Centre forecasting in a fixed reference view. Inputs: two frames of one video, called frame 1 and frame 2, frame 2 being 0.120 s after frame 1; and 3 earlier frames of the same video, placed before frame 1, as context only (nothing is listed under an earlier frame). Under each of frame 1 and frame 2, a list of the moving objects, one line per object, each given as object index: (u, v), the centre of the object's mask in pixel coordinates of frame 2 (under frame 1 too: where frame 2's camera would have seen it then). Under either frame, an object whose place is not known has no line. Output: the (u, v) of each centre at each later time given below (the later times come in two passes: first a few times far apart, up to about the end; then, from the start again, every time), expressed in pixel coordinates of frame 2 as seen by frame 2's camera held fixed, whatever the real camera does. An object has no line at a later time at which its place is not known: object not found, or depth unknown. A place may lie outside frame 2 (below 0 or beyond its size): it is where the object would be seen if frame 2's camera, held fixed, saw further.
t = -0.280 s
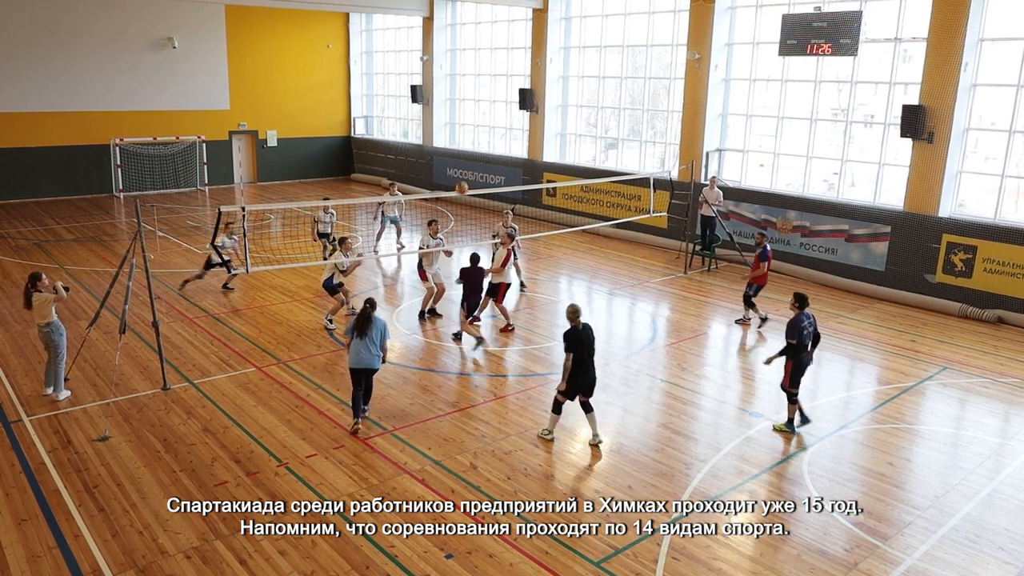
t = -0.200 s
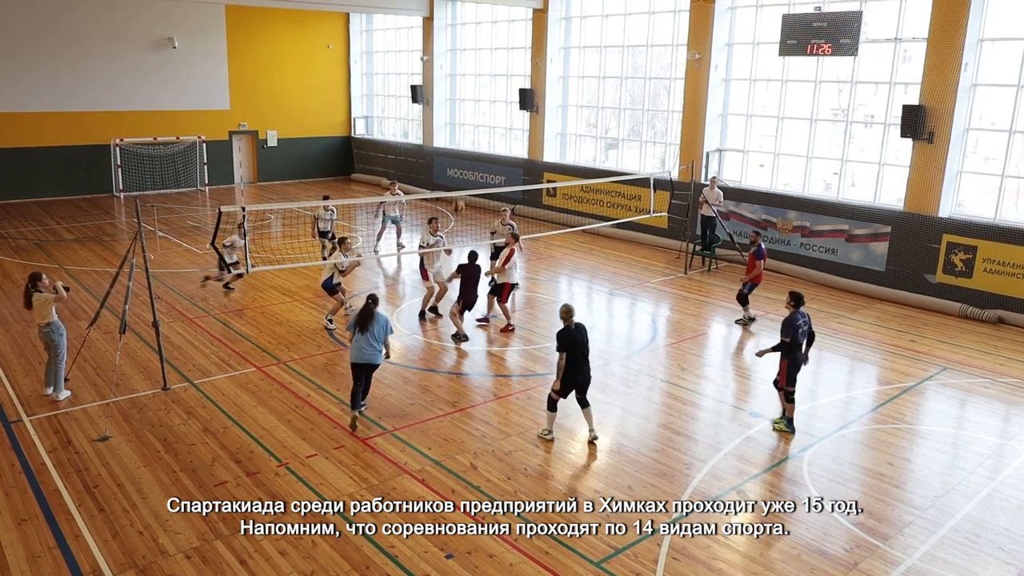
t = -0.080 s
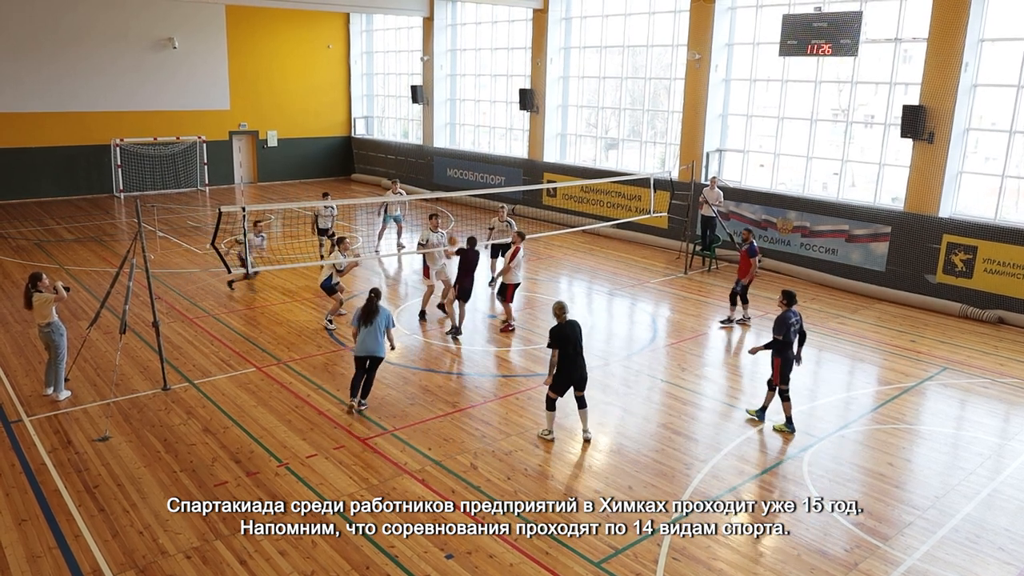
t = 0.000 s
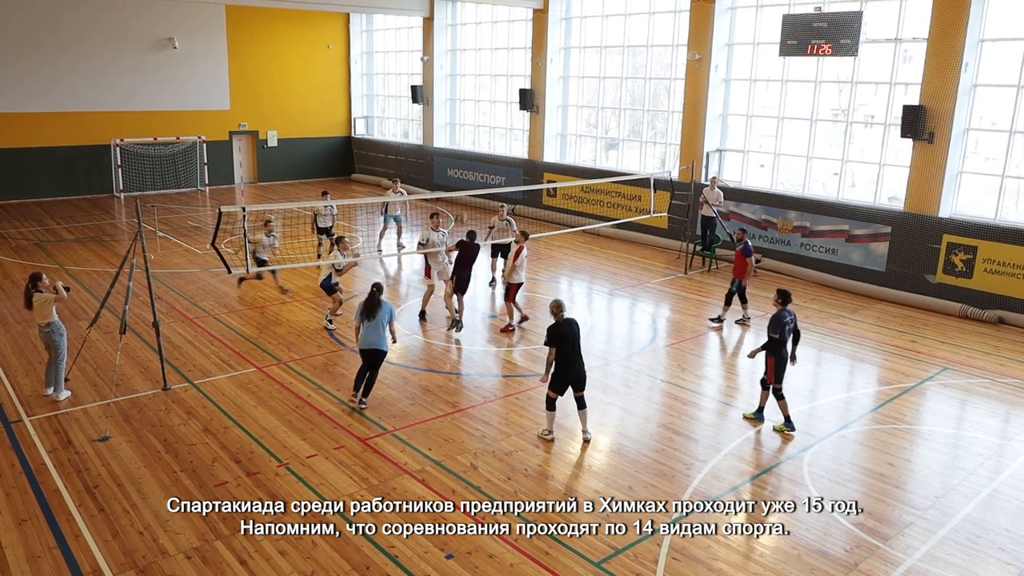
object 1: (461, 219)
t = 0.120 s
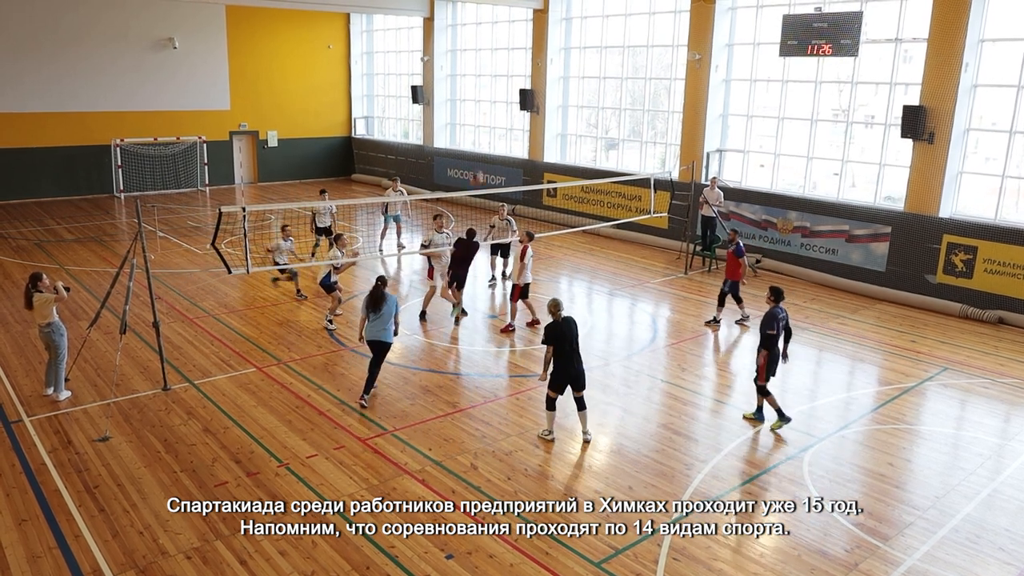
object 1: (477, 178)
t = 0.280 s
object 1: (497, 138)
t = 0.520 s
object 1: (526, 108)
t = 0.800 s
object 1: (555, 115)
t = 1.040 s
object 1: (577, 154)
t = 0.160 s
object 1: (482, 166)
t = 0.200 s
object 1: (486, 156)
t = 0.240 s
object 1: (491, 146)
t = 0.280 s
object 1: (497, 138)
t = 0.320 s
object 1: (502, 131)
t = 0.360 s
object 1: (507, 124)
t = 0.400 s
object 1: (511, 119)
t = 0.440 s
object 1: (516, 114)
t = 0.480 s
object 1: (522, 110)
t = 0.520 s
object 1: (526, 108)
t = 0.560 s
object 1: (531, 106)
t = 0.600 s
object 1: (534, 106)
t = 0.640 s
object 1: (539, 106)
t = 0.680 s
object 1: (543, 107)
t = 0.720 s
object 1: (548, 109)
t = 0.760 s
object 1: (552, 112)
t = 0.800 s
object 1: (555, 115)
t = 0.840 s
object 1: (559, 120)
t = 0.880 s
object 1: (563, 125)
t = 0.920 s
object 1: (567, 131)
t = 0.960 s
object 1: (571, 138)
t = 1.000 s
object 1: (574, 146)
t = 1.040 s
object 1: (577, 154)
